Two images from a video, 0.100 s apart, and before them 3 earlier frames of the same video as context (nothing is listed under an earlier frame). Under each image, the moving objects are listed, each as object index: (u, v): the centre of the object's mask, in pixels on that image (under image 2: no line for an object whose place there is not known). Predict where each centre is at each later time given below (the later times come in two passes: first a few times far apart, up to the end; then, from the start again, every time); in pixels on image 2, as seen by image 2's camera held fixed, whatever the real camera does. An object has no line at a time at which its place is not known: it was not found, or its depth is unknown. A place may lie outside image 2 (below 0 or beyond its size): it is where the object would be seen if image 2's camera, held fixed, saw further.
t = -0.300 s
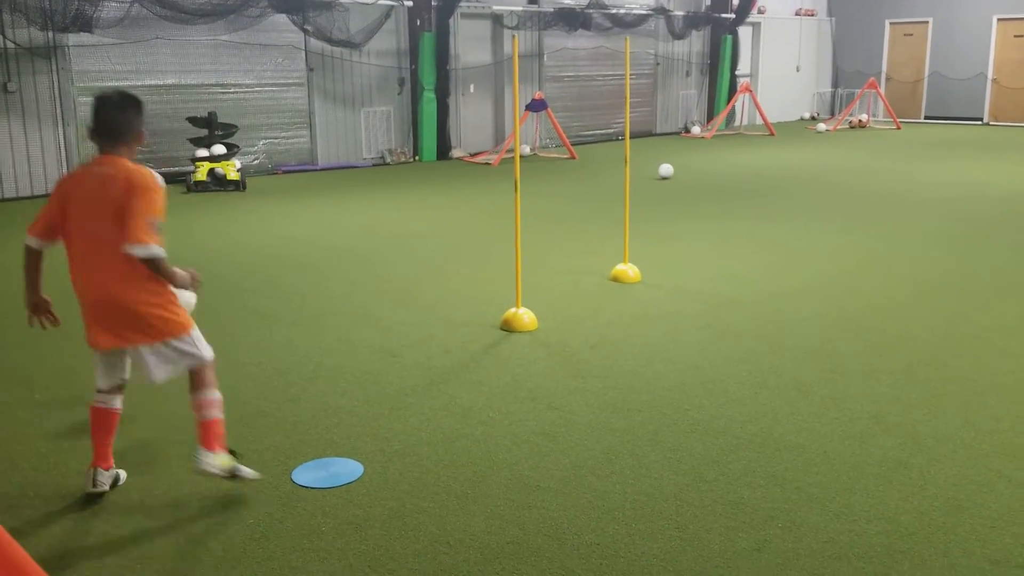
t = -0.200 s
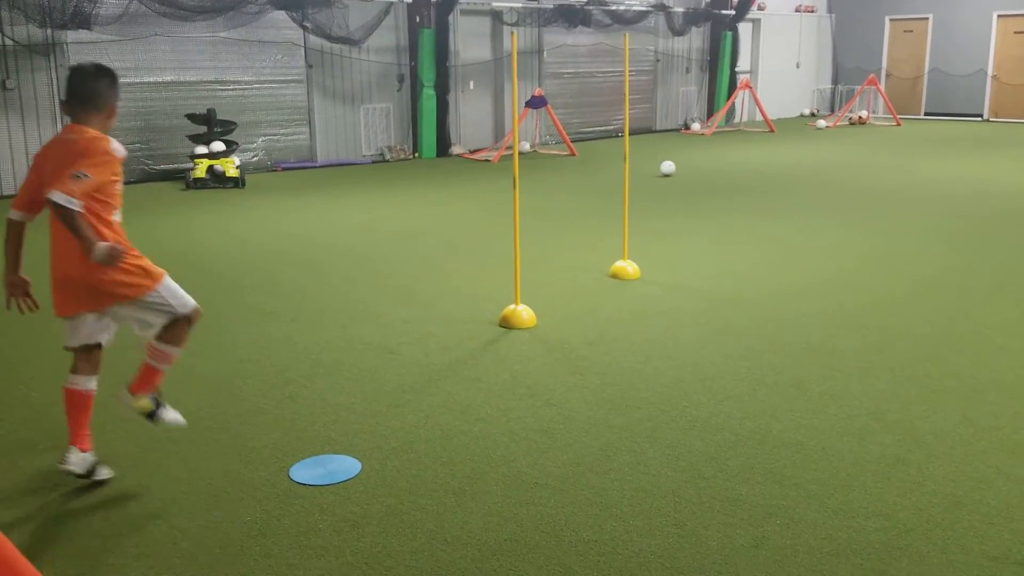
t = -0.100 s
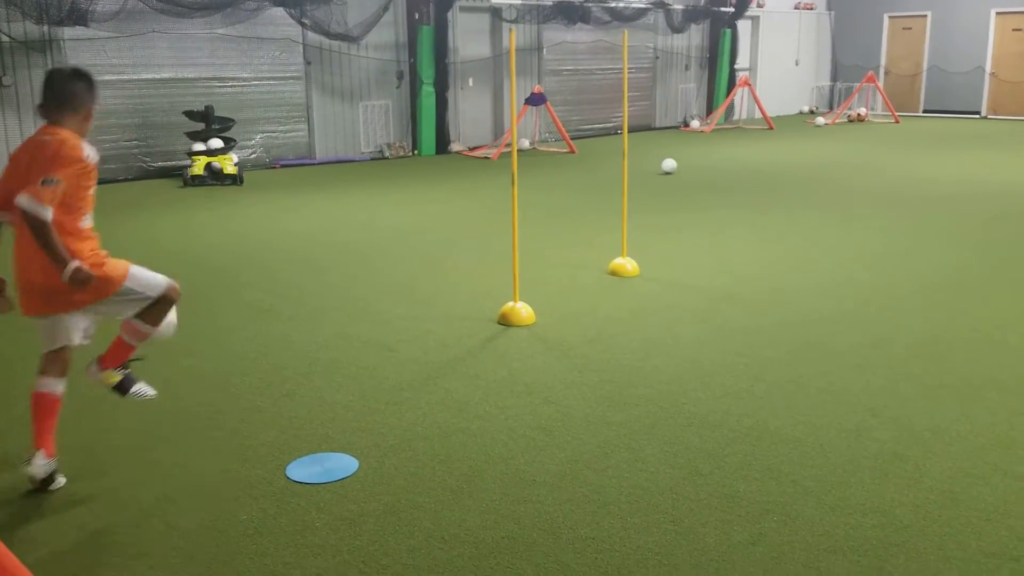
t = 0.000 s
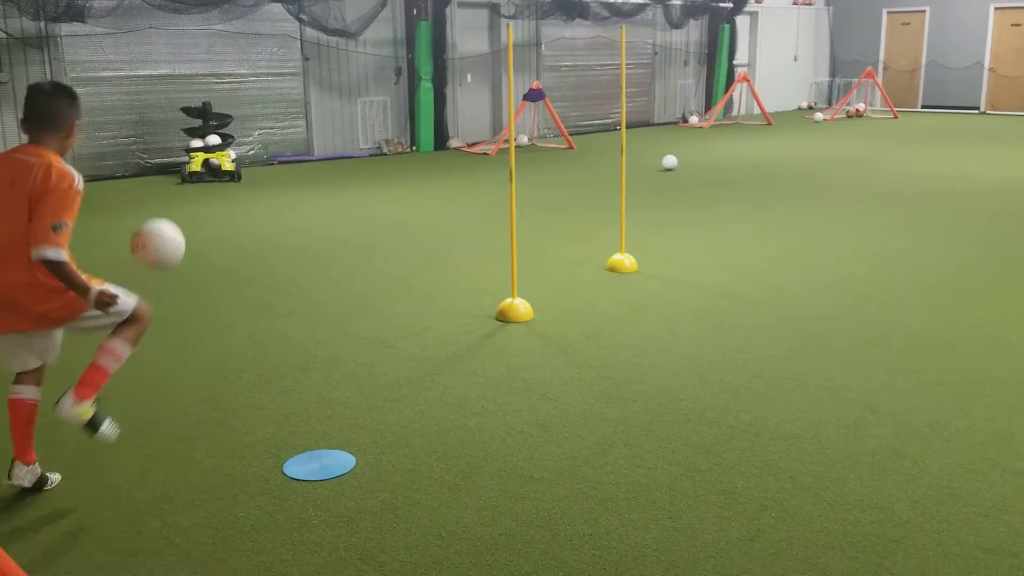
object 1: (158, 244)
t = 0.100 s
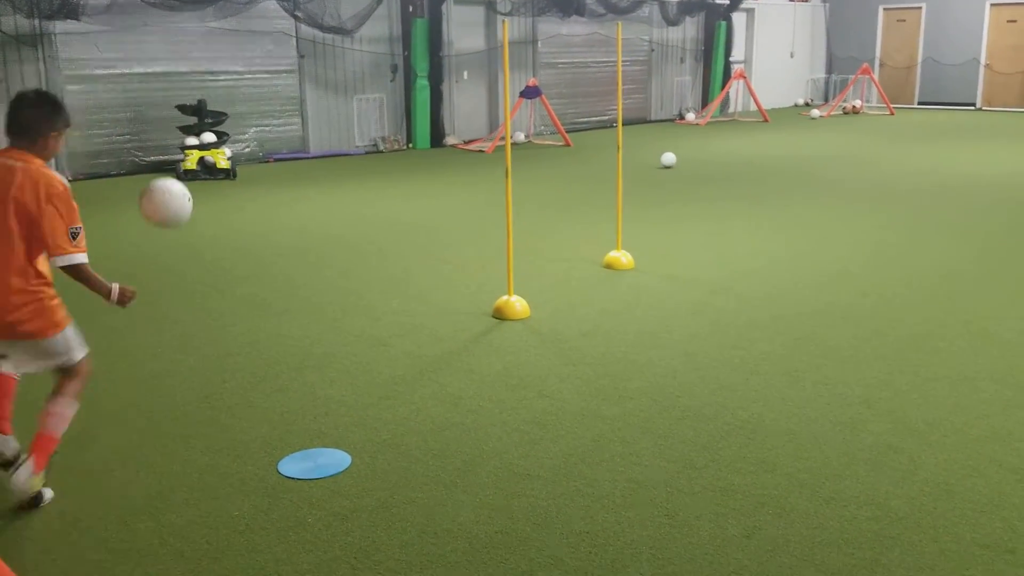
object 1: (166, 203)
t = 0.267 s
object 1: (194, 192)
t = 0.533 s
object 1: (246, 308)
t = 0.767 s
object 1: (277, 278)
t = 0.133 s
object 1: (171, 195)
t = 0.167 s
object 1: (177, 190)
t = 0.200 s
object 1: (183, 187)
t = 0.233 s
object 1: (189, 188)
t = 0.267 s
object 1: (194, 192)
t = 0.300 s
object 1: (199, 198)
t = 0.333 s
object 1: (206, 207)
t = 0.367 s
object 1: (213, 218)
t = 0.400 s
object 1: (219, 231)
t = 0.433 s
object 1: (226, 247)
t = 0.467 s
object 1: (233, 264)
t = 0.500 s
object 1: (240, 285)
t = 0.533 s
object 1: (246, 308)
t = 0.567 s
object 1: (253, 331)
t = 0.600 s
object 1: (259, 352)
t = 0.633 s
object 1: (263, 333)
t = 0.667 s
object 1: (266, 316)
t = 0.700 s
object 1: (269, 302)
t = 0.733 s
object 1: (273, 289)
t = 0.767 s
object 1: (277, 278)
